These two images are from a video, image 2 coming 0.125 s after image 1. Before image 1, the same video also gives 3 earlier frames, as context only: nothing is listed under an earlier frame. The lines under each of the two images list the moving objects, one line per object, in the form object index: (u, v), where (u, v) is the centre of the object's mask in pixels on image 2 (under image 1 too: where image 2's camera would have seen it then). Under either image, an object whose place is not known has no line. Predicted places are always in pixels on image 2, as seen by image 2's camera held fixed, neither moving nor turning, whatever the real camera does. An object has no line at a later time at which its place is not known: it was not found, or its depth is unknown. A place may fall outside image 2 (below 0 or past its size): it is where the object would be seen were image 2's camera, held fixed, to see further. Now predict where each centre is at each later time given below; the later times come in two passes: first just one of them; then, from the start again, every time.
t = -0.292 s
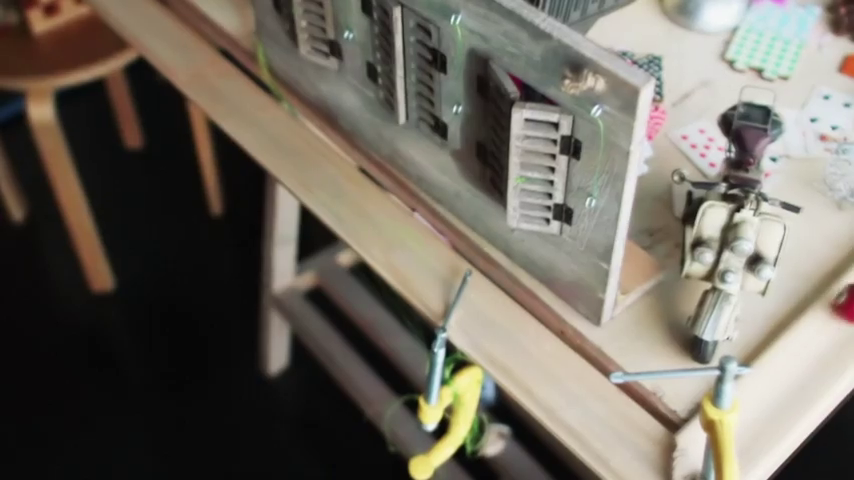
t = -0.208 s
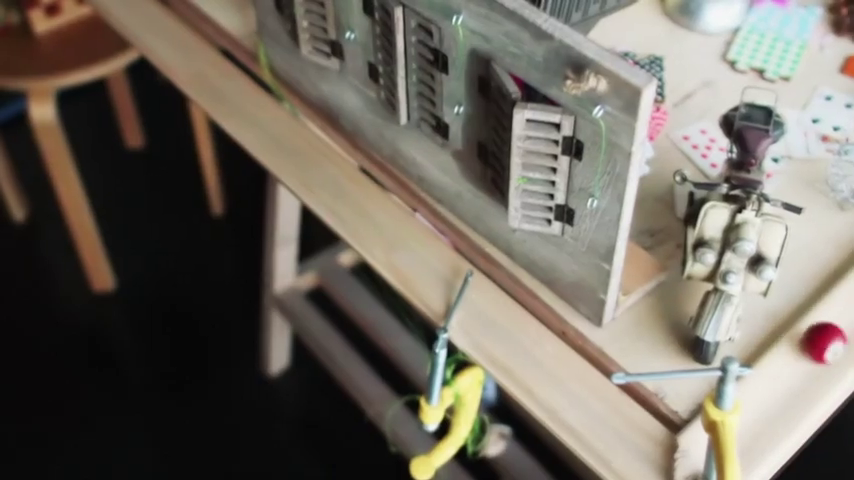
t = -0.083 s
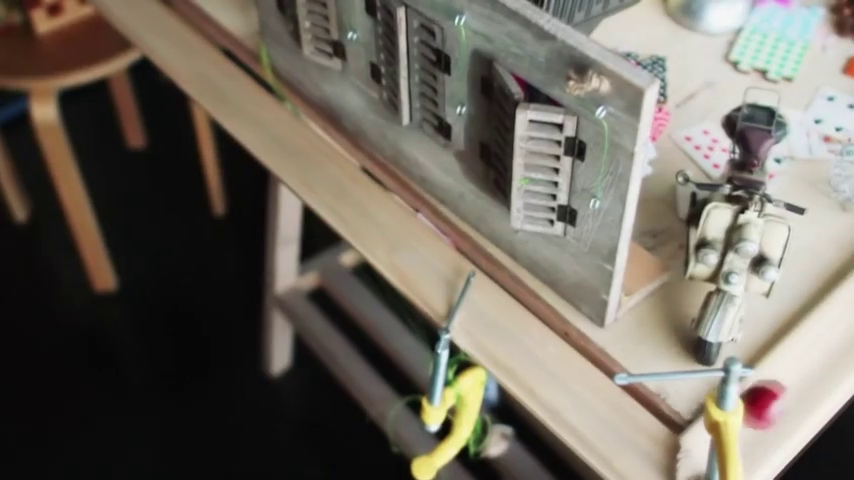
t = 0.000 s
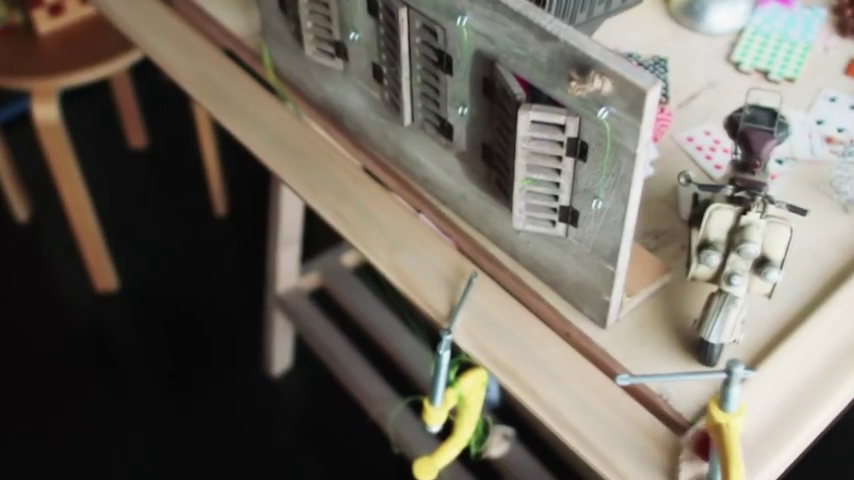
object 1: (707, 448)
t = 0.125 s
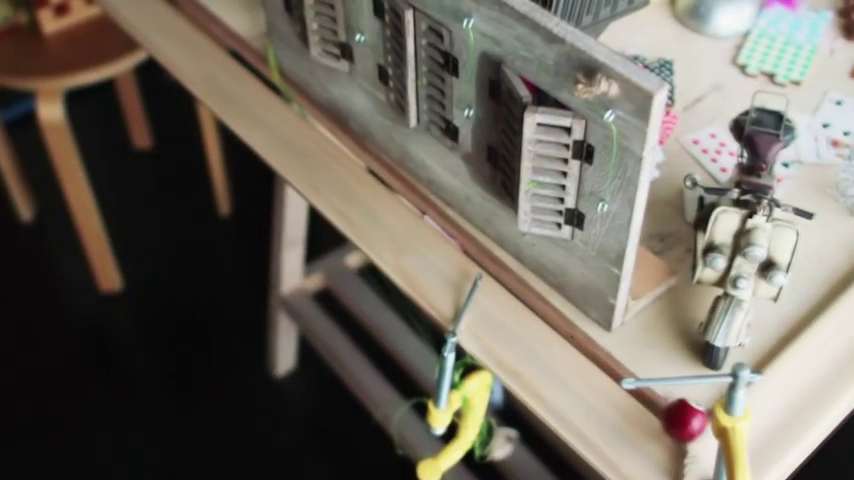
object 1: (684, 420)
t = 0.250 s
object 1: (633, 402)
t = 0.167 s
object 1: (667, 417)
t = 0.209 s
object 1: (651, 408)
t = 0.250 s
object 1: (633, 402)
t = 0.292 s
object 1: (615, 390)
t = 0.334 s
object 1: (599, 382)
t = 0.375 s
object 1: (578, 375)
